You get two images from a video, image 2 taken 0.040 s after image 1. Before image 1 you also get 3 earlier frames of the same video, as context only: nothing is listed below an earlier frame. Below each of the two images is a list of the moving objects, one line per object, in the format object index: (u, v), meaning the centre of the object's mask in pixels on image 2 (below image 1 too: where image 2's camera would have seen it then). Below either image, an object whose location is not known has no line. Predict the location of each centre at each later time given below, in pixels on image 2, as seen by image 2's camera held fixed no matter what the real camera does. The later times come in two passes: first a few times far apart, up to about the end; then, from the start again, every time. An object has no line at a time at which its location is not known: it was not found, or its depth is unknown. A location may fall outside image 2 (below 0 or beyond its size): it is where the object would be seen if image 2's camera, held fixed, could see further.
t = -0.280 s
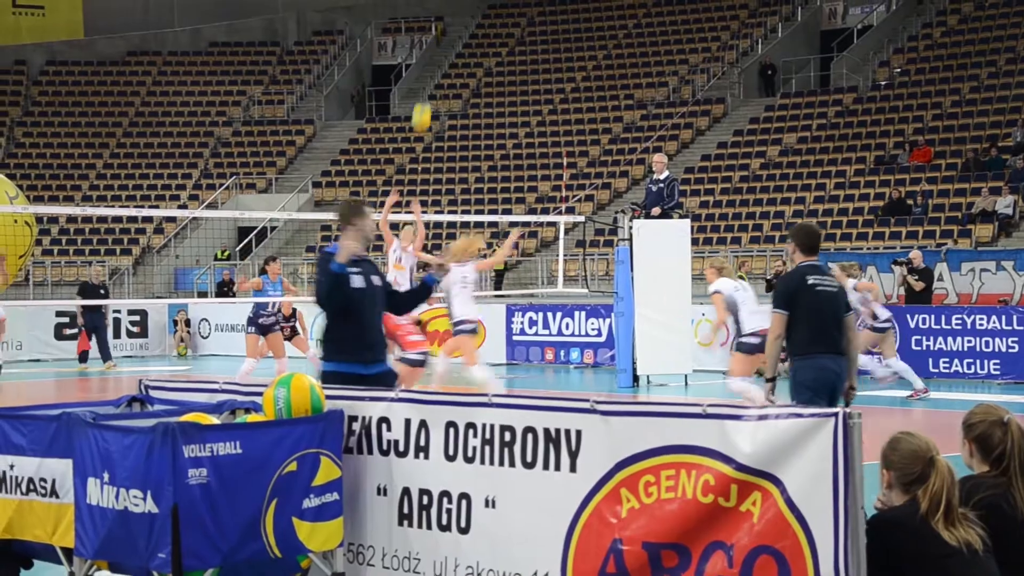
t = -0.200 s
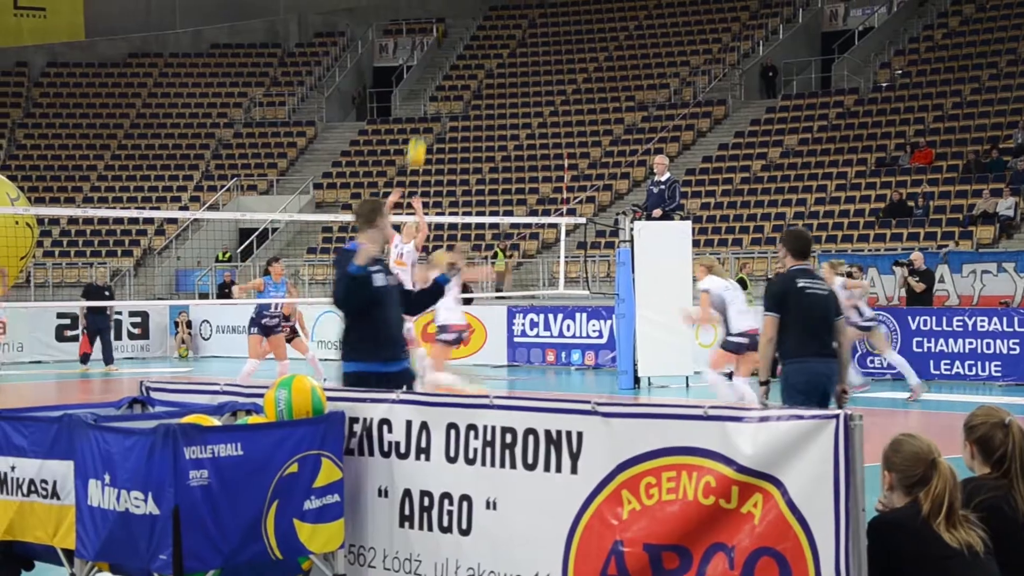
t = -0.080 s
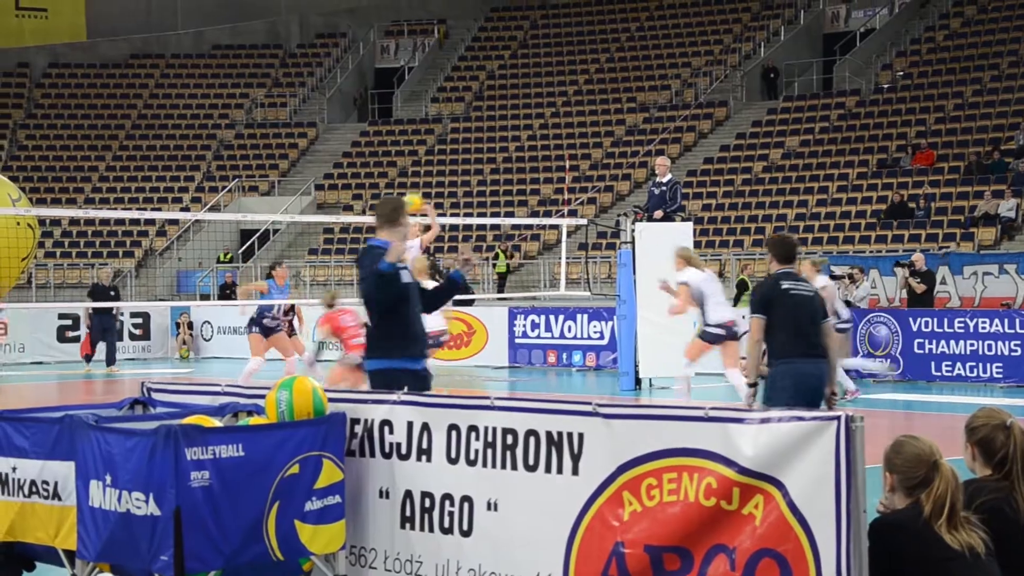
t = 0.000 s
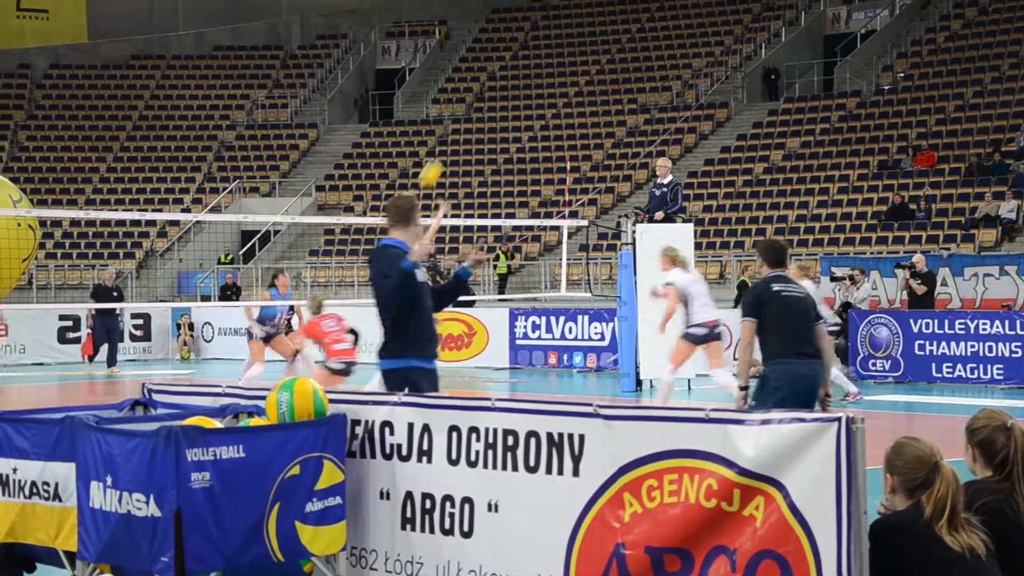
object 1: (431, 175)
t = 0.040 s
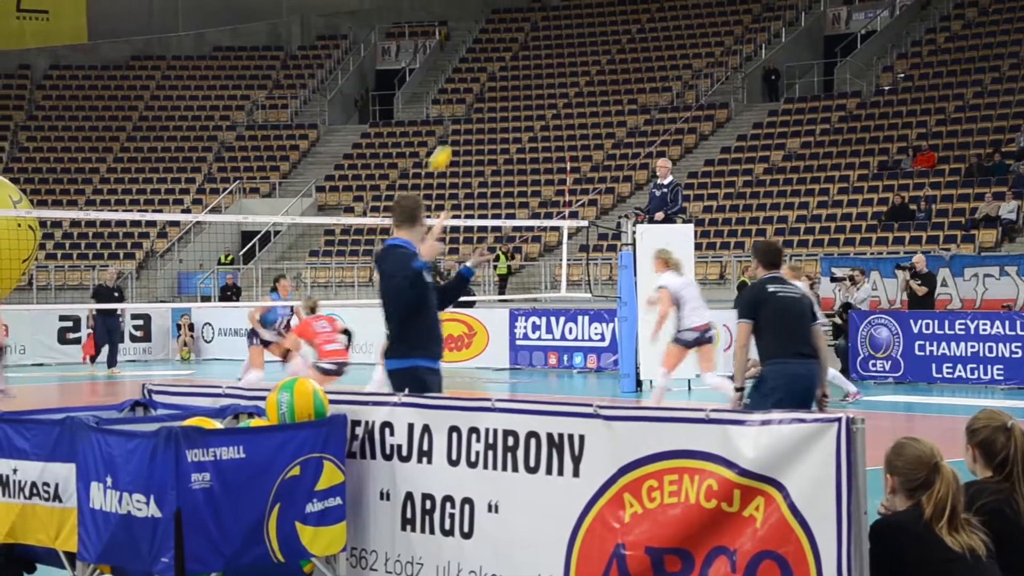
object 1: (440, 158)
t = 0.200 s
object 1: (476, 111)
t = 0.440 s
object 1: (526, 83)
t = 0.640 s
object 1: (565, 96)
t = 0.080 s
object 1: (449, 145)
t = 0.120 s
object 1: (458, 132)
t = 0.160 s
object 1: (467, 121)
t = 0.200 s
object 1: (476, 111)
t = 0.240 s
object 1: (484, 103)
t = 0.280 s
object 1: (493, 96)
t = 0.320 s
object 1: (502, 91)
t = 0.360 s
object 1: (510, 87)
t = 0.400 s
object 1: (518, 85)
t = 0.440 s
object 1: (526, 83)
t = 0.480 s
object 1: (534, 83)
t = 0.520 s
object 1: (542, 84)
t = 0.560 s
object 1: (550, 87)
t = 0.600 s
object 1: (558, 91)
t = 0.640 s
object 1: (565, 96)
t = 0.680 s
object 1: (572, 101)
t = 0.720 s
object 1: (579, 109)
